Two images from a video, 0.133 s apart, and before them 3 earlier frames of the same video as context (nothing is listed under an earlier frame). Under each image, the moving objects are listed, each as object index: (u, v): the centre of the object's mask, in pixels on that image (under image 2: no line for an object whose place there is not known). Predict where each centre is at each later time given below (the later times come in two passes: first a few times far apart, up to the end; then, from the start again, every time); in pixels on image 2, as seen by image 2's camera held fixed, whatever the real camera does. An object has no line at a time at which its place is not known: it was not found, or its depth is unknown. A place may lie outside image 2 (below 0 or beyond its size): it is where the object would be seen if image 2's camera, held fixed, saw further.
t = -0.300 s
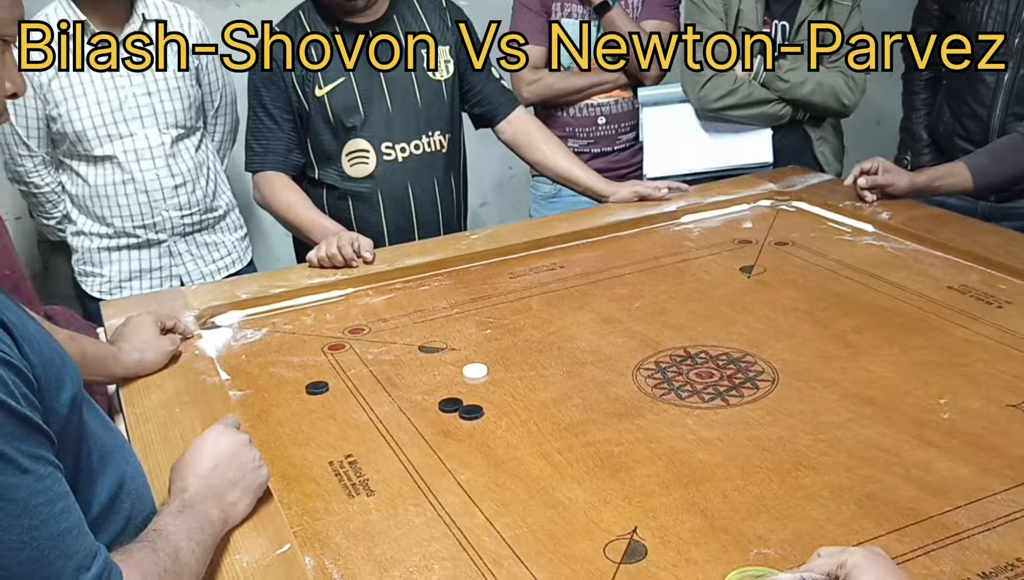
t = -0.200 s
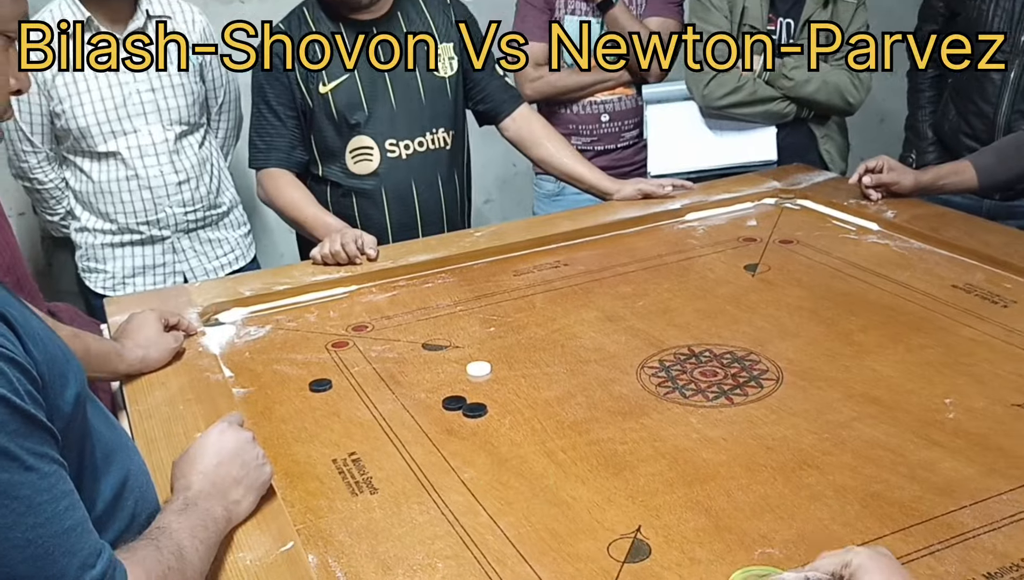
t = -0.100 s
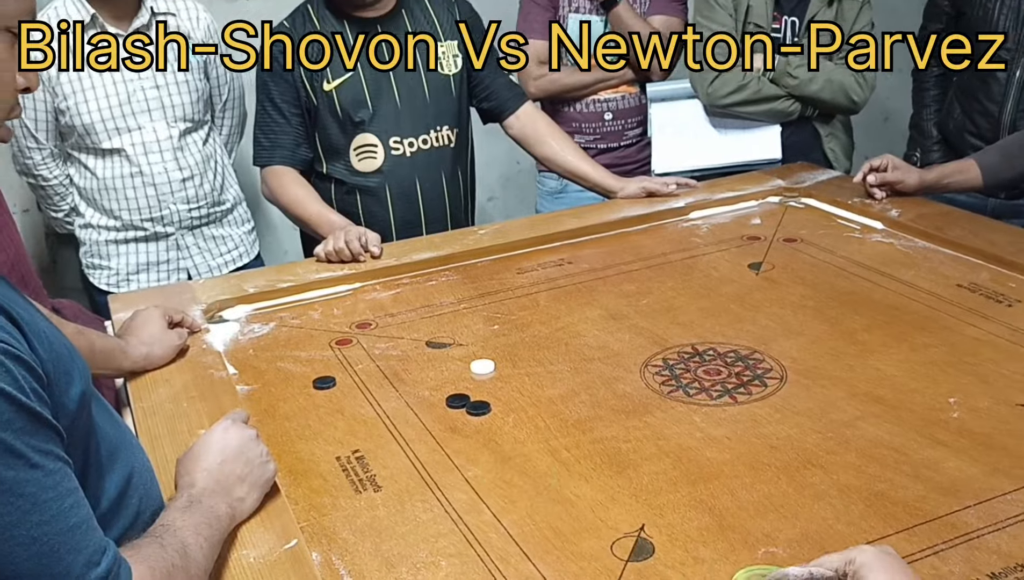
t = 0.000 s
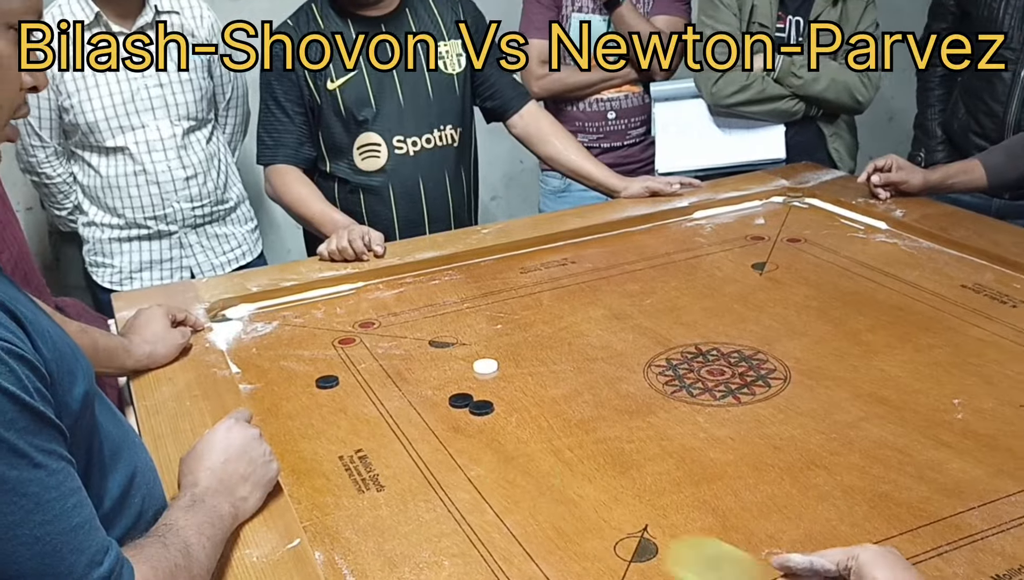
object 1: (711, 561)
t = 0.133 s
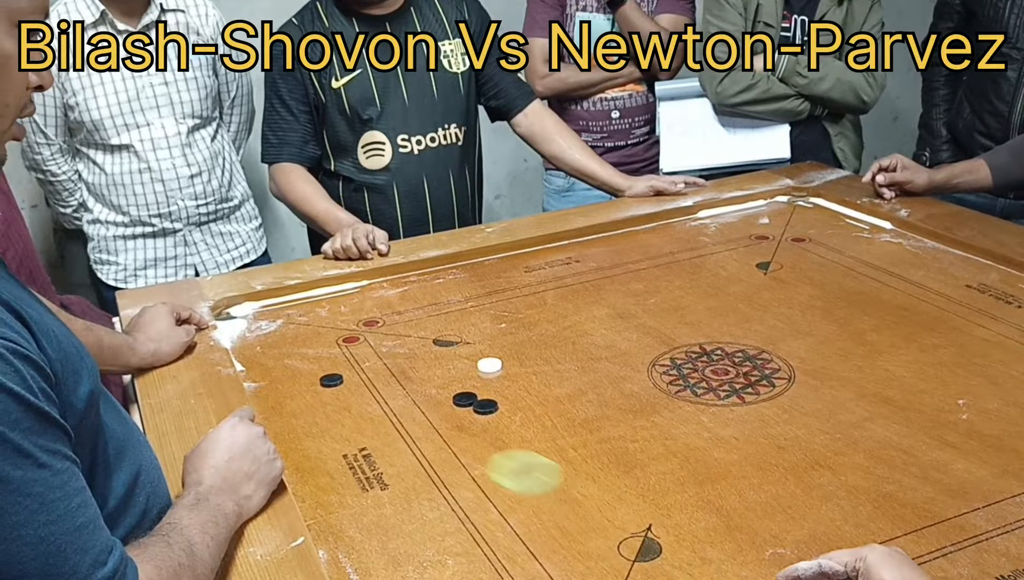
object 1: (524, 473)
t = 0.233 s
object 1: (422, 423)
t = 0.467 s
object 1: (286, 354)
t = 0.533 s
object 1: (261, 342)
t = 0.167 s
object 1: (487, 455)
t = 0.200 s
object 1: (453, 438)
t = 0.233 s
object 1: (422, 423)
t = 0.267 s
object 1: (392, 409)
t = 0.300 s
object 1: (364, 396)
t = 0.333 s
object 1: (344, 385)
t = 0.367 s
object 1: (328, 377)
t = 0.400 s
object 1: (313, 369)
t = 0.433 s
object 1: (299, 362)
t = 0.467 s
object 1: (286, 354)
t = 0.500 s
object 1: (273, 348)
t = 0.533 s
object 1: (261, 342)
